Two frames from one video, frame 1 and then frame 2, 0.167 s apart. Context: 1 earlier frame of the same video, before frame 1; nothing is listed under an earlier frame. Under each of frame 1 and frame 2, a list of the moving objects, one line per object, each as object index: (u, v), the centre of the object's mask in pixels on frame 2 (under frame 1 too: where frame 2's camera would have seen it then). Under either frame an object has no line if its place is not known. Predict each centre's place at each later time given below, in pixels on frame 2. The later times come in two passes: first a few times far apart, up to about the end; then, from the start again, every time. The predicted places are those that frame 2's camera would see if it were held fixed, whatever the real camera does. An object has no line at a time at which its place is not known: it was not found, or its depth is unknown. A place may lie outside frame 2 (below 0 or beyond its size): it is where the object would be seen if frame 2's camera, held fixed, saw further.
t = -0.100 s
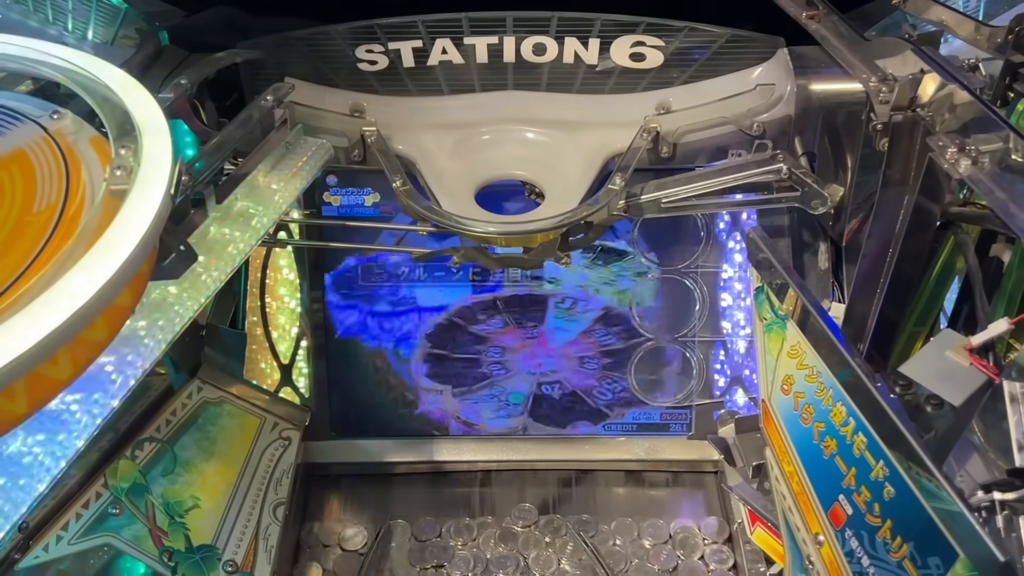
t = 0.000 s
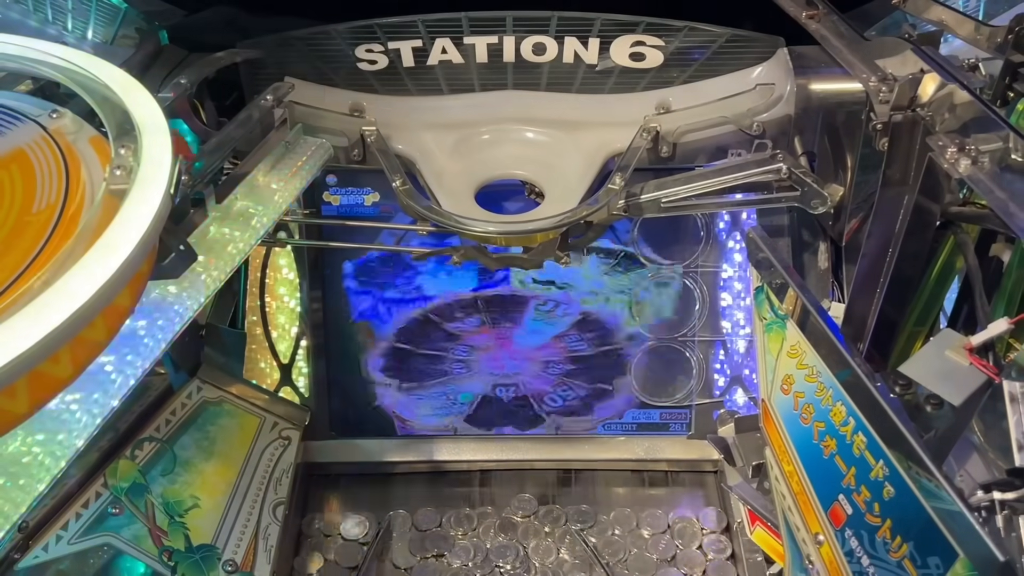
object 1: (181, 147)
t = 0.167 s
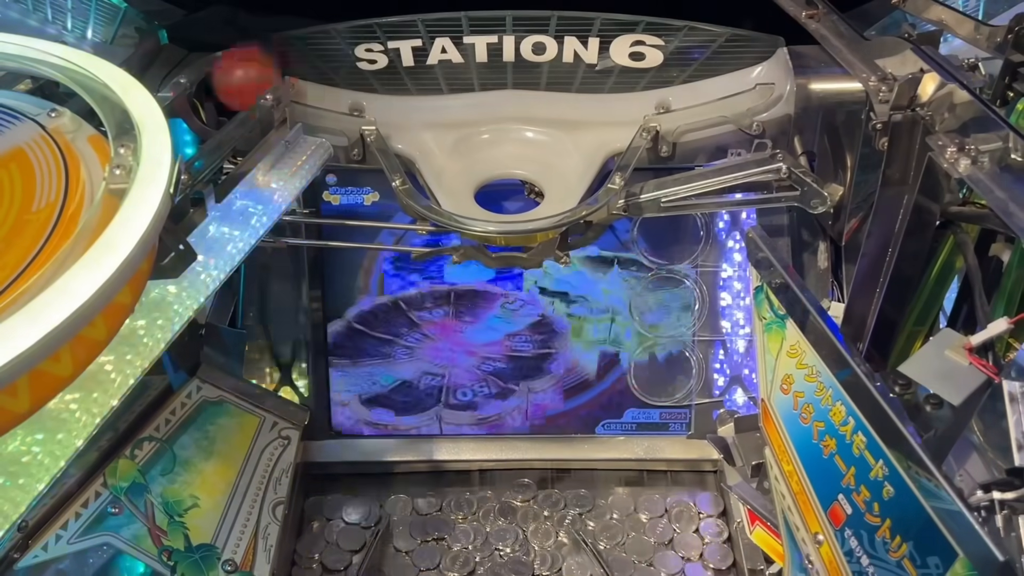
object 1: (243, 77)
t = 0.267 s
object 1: (326, 88)
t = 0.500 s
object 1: (527, 94)
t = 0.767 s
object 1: (739, 79)
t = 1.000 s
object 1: (692, 82)
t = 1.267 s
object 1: (516, 97)
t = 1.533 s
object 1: (336, 90)
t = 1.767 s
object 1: (282, 71)
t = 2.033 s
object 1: (409, 100)
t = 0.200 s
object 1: (268, 67)
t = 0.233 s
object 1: (299, 74)
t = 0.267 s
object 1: (326, 88)
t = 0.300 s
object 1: (355, 90)
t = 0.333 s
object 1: (387, 99)
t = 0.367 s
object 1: (416, 99)
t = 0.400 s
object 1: (445, 97)
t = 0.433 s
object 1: (472, 96)
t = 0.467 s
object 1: (499, 96)
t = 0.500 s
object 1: (527, 94)
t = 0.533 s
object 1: (556, 96)
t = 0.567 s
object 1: (584, 97)
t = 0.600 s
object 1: (614, 98)
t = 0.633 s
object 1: (645, 98)
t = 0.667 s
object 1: (672, 96)
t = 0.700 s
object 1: (696, 90)
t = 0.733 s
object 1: (717, 81)
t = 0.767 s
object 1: (739, 79)
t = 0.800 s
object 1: (751, 68)
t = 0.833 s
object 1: (754, 69)
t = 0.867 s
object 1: (751, 73)
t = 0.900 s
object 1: (741, 78)
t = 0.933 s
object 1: (723, 73)
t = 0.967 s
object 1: (709, 80)
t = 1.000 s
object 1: (692, 82)
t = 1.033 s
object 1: (672, 85)
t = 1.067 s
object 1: (651, 93)
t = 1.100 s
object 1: (629, 98)
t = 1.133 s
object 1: (607, 101)
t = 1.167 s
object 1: (582, 101)
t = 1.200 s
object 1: (559, 99)
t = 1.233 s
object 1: (538, 98)
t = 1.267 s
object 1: (516, 97)
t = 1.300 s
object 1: (495, 96)
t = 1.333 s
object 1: (473, 96)
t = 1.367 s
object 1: (451, 96)
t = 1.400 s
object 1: (428, 98)
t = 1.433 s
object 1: (405, 98)
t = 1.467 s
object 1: (382, 96)
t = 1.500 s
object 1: (358, 91)
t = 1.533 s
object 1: (336, 90)
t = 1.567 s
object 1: (319, 83)
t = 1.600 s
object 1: (302, 77)
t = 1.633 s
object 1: (287, 73)
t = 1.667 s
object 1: (278, 71)
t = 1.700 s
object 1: (276, 72)
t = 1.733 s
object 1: (277, 73)
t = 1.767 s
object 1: (282, 71)
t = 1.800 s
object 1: (290, 73)
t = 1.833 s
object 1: (303, 76)
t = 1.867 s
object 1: (316, 80)
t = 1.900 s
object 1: (329, 83)
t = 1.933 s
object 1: (347, 89)
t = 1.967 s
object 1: (366, 94)
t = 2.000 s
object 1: (387, 97)
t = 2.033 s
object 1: (409, 100)
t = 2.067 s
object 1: (430, 99)
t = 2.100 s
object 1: (450, 98)
